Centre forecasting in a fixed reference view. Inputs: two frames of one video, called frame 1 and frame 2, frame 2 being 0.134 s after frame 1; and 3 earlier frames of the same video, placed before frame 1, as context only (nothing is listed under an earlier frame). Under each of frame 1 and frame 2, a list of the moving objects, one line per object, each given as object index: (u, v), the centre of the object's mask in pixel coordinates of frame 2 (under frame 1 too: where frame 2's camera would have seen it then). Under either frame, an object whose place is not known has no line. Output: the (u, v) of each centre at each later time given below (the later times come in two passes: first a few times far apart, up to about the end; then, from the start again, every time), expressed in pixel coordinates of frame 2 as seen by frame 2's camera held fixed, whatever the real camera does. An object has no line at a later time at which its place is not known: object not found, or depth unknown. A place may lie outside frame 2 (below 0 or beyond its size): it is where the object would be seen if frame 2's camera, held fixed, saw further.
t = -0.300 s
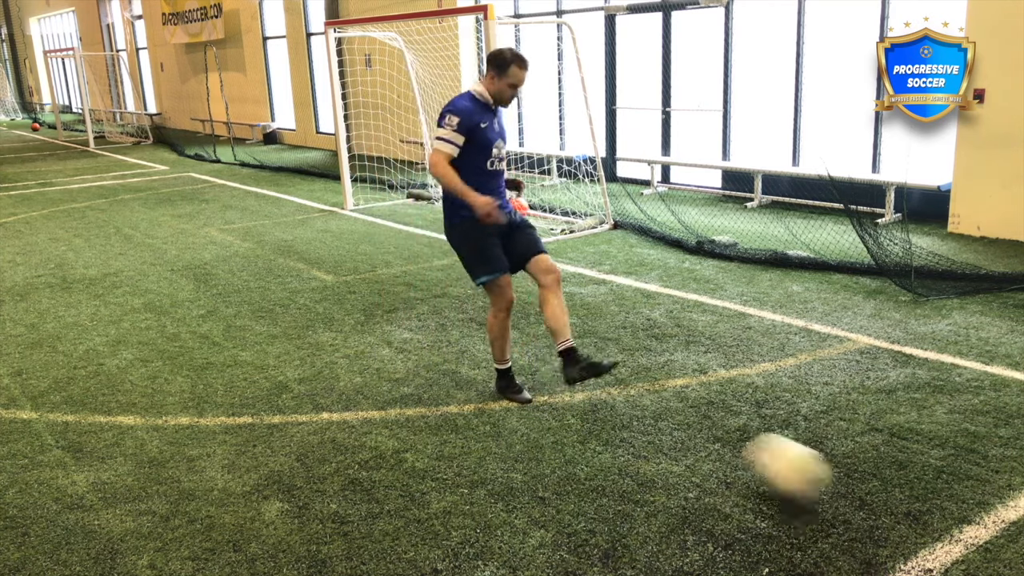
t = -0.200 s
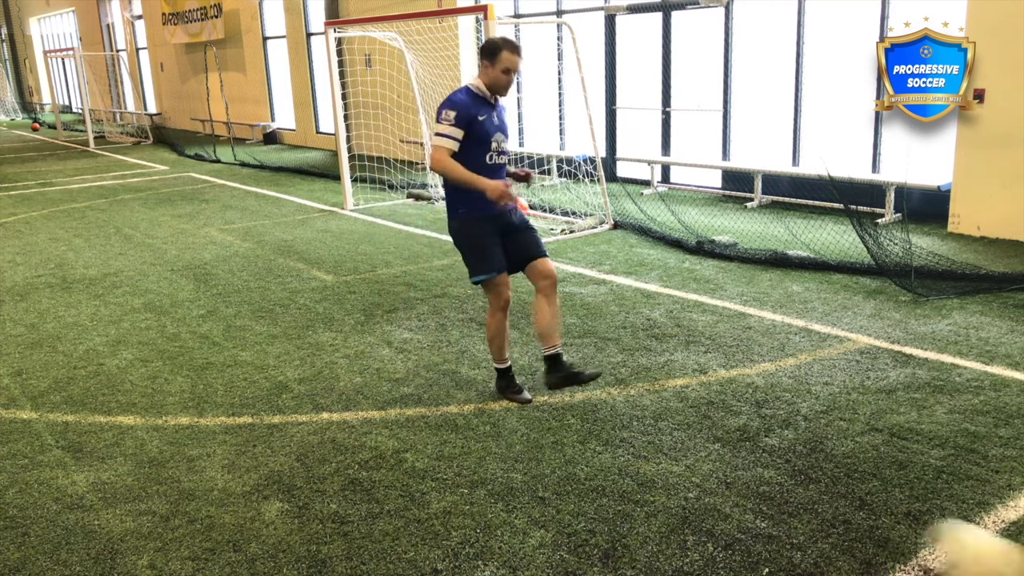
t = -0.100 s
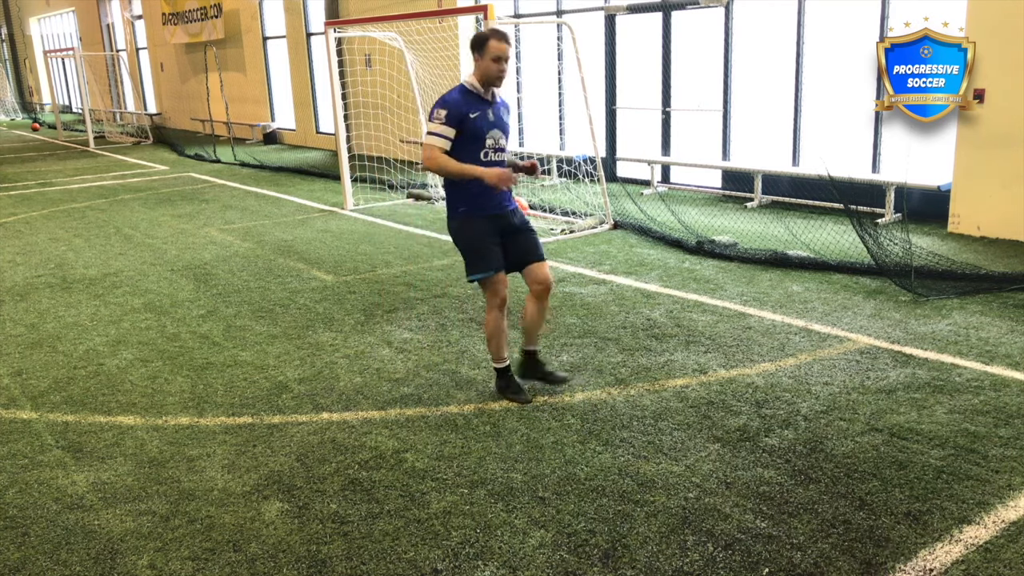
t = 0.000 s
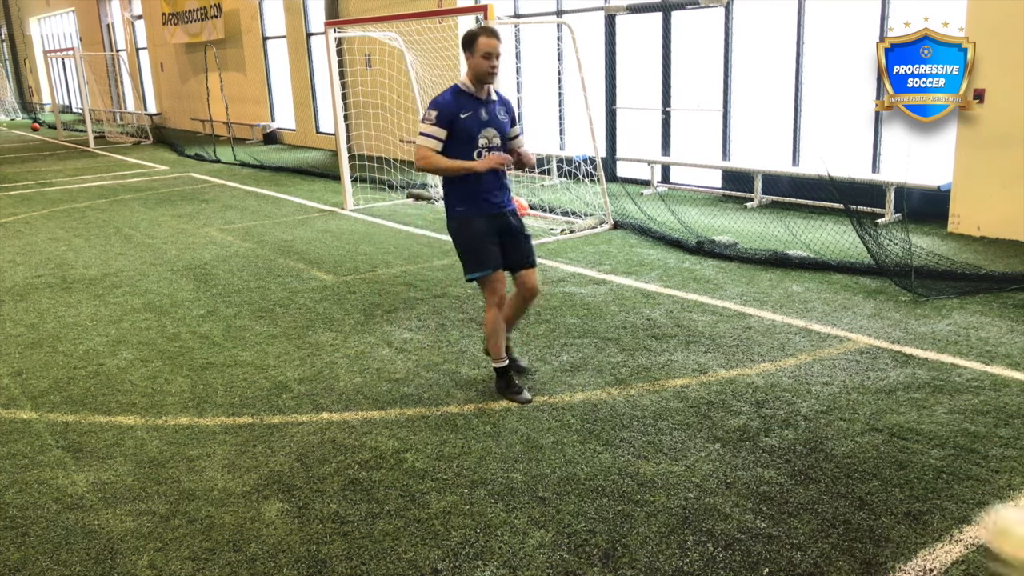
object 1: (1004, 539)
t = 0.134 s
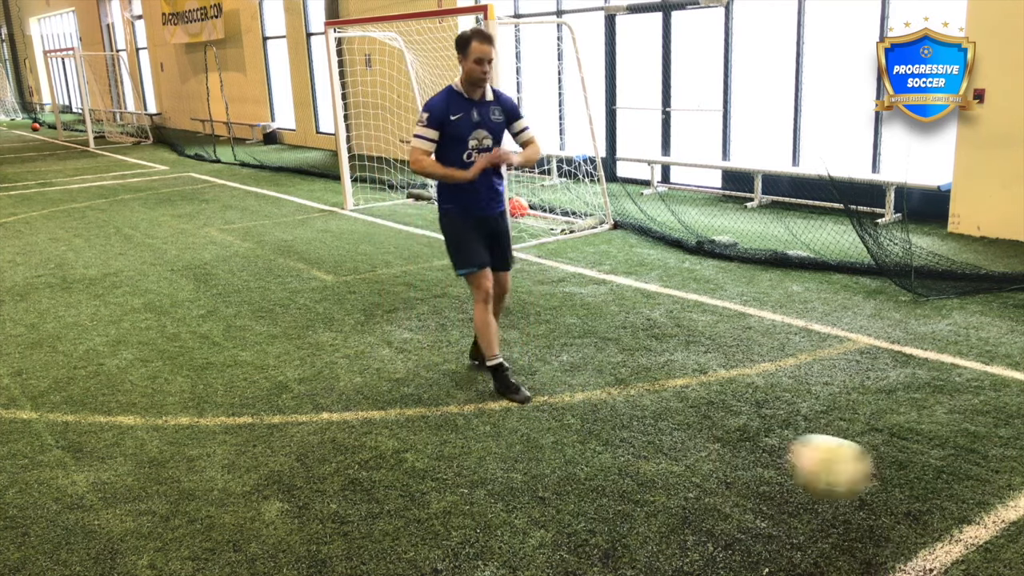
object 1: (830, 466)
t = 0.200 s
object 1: (752, 452)
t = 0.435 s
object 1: (607, 396)
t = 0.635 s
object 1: (544, 394)
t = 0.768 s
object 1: (512, 369)
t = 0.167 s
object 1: (789, 456)
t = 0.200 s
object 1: (752, 452)
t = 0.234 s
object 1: (716, 447)
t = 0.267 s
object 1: (685, 446)
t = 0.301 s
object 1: (659, 444)
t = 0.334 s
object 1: (644, 429)
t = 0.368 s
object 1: (631, 415)
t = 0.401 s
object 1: (619, 404)
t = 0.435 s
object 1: (607, 396)
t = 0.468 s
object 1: (596, 390)
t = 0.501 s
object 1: (586, 388)
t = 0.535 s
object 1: (575, 387)
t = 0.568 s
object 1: (564, 388)
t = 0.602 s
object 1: (553, 392)
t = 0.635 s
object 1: (544, 394)
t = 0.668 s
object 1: (535, 384)
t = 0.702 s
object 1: (528, 376)
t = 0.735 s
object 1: (520, 372)
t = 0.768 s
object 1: (512, 369)
